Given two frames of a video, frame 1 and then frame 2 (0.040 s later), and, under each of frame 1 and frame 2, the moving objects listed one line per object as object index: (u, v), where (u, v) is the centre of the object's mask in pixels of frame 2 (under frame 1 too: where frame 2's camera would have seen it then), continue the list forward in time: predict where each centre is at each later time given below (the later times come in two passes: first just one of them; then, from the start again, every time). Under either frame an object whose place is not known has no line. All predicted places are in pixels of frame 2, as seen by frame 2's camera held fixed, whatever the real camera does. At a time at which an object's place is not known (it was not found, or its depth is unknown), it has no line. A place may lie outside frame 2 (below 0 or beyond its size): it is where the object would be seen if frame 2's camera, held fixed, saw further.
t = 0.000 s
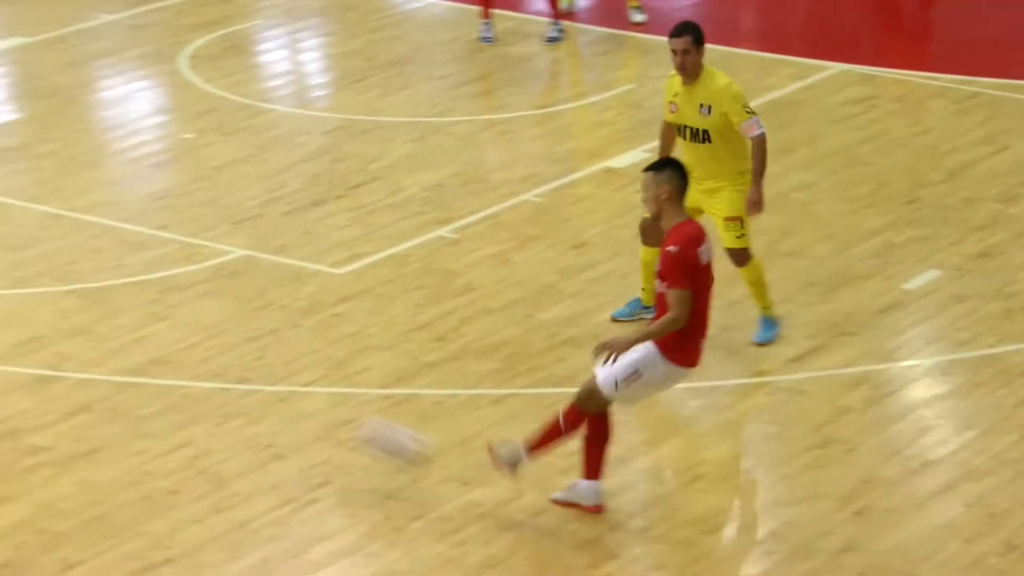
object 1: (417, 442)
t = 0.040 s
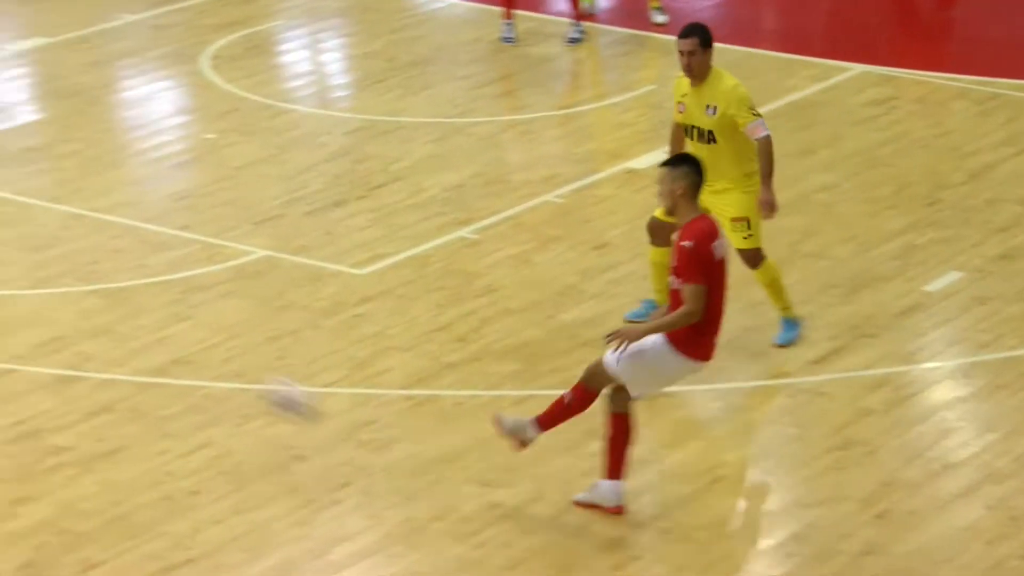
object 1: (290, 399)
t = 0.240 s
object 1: (-258, 251)
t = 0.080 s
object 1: (173, 360)
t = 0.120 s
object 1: (59, 327)
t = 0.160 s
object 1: (-49, 298)
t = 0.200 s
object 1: (-154, 273)
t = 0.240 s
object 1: (-258, 251)
